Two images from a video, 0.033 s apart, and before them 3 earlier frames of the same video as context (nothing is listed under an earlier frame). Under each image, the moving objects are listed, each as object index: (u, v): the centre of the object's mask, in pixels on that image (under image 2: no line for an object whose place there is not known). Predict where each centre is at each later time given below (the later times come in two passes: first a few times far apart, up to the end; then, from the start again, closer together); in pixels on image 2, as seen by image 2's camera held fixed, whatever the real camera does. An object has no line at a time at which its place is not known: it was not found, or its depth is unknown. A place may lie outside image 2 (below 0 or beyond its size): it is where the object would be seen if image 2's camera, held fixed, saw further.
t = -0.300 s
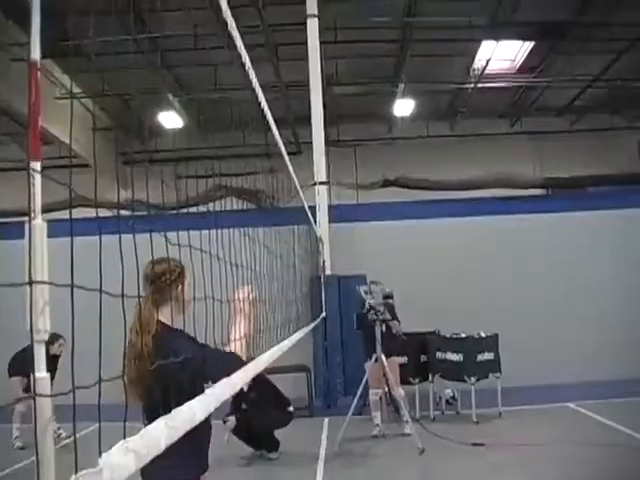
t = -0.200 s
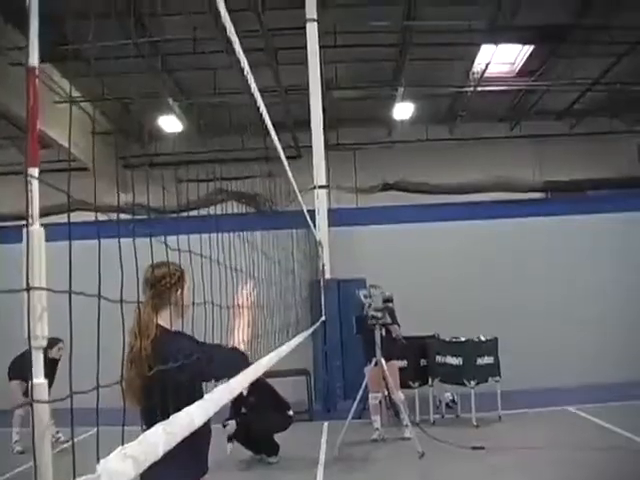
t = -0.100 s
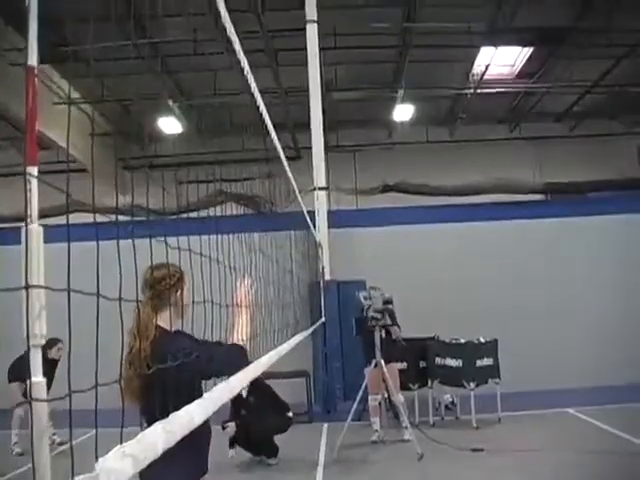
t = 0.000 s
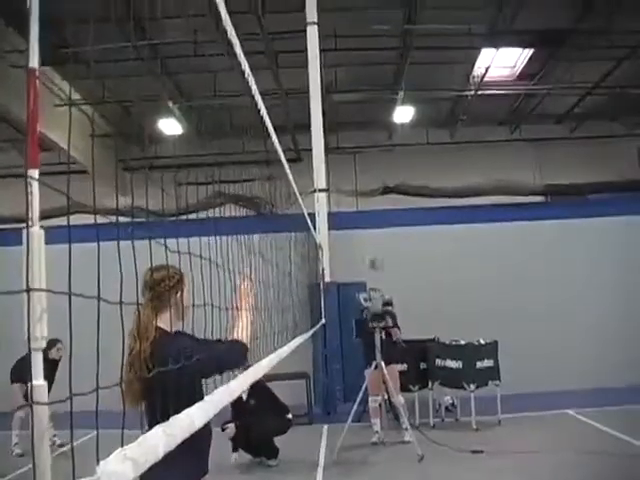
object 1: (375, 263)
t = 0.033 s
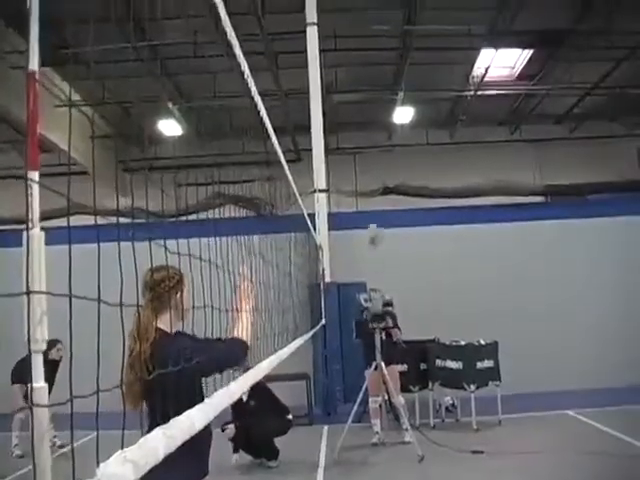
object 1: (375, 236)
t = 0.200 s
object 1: (366, 128)
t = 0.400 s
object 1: (363, 33)
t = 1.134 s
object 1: (370, 11)
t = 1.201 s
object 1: (373, 42)
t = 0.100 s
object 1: (370, 189)
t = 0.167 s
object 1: (367, 145)
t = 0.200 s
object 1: (366, 128)
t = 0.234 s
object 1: (365, 110)
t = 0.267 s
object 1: (365, 92)
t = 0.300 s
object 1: (365, 76)
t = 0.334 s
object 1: (365, 60)
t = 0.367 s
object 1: (364, 45)
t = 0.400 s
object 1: (363, 33)
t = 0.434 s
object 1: (362, 20)
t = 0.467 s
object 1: (362, 8)
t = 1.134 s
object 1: (370, 11)
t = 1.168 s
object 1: (372, 26)
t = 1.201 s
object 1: (373, 42)
